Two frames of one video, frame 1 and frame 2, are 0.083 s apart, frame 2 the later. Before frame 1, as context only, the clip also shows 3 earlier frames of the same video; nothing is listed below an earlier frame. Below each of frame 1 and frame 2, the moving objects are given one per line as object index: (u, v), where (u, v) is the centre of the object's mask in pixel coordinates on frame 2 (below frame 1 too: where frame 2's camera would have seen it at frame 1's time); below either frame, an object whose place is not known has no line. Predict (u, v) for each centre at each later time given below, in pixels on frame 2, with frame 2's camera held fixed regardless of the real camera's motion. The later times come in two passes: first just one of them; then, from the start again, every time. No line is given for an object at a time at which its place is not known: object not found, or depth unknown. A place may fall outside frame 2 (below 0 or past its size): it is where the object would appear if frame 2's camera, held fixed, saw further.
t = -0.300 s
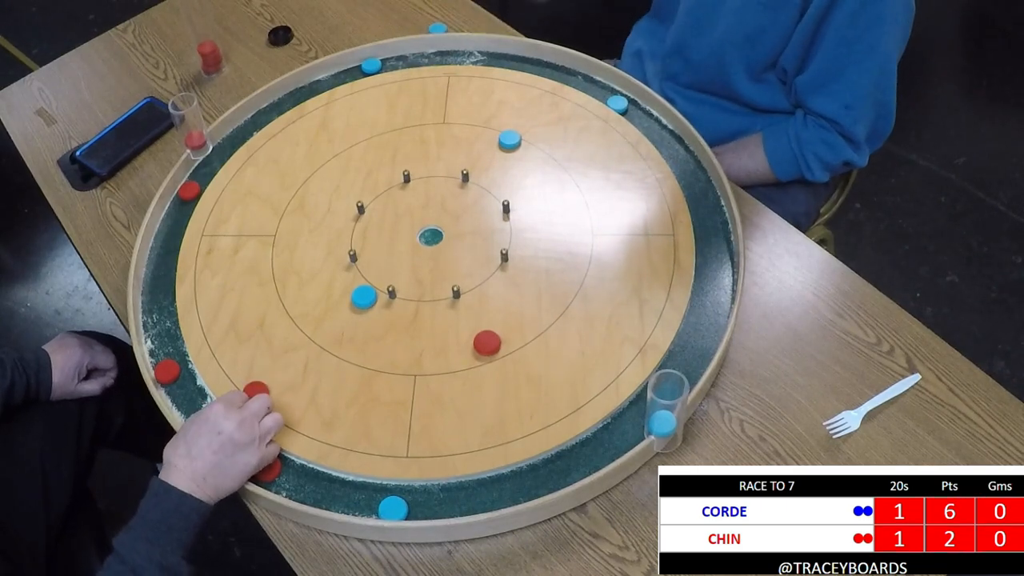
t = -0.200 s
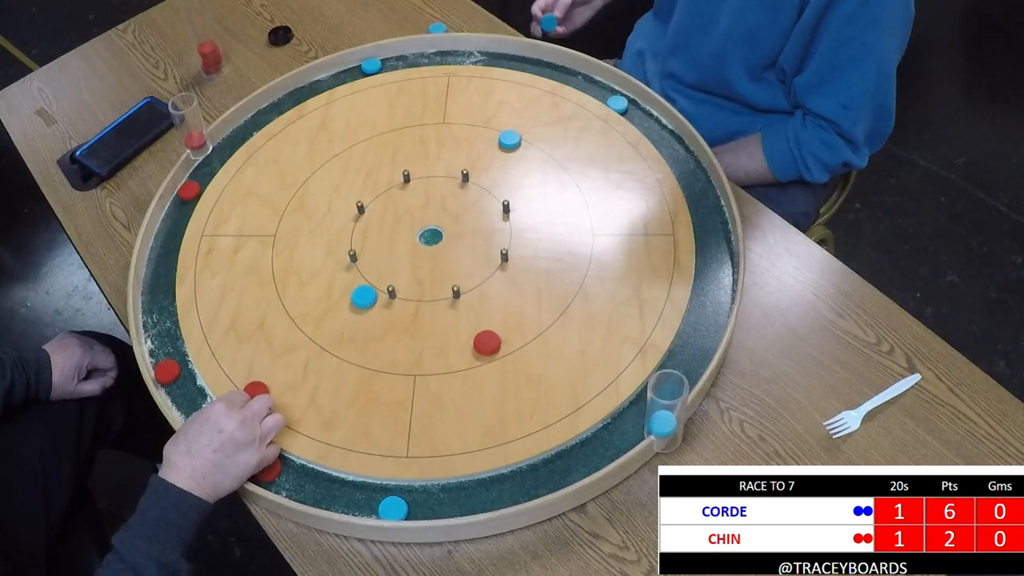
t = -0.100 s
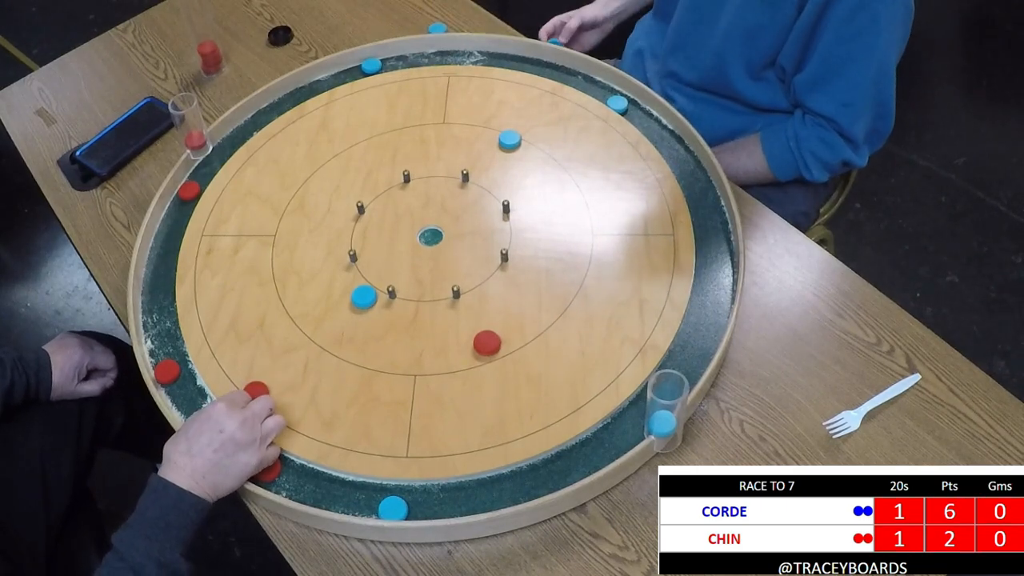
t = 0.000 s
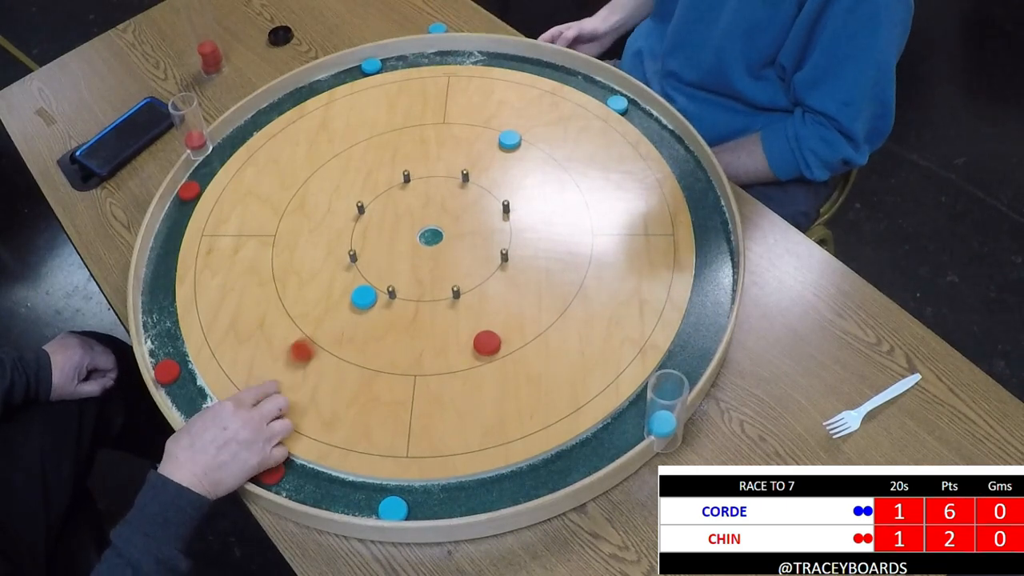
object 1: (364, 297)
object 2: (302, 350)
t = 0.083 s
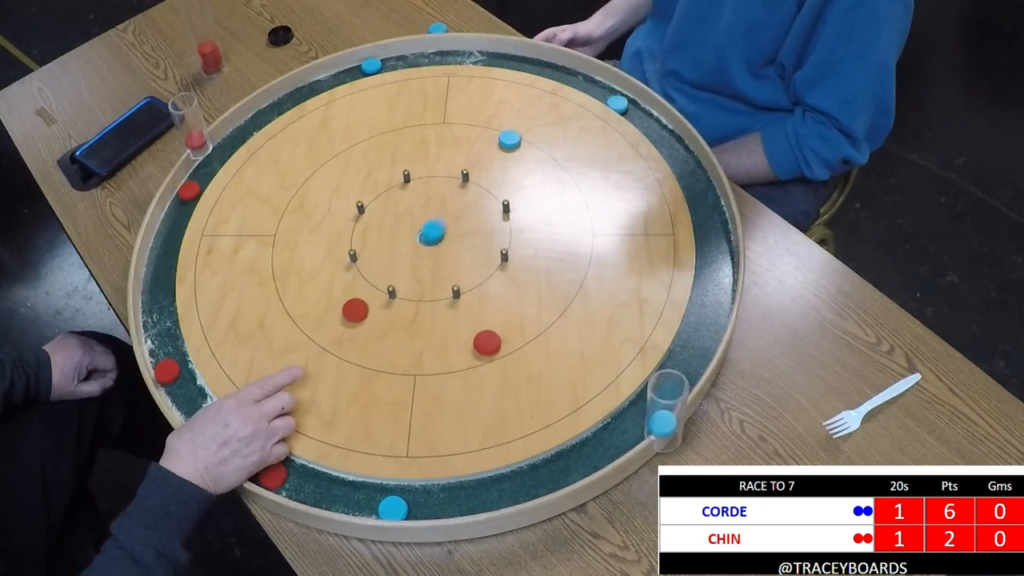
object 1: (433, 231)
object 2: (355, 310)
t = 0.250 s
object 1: (536, 87)
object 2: (368, 306)
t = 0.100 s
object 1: (444, 207)
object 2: (357, 309)
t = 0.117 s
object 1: (455, 187)
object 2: (360, 308)
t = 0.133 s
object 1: (465, 170)
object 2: (361, 308)
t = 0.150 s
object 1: (475, 151)
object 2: (363, 307)
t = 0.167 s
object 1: (486, 137)
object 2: (364, 307)
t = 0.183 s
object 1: (496, 122)
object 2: (365, 307)
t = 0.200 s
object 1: (506, 112)
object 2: (366, 306)
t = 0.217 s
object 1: (516, 101)
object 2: (367, 306)
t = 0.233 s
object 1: (526, 94)
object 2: (368, 306)
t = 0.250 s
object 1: (536, 87)
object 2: (368, 306)
